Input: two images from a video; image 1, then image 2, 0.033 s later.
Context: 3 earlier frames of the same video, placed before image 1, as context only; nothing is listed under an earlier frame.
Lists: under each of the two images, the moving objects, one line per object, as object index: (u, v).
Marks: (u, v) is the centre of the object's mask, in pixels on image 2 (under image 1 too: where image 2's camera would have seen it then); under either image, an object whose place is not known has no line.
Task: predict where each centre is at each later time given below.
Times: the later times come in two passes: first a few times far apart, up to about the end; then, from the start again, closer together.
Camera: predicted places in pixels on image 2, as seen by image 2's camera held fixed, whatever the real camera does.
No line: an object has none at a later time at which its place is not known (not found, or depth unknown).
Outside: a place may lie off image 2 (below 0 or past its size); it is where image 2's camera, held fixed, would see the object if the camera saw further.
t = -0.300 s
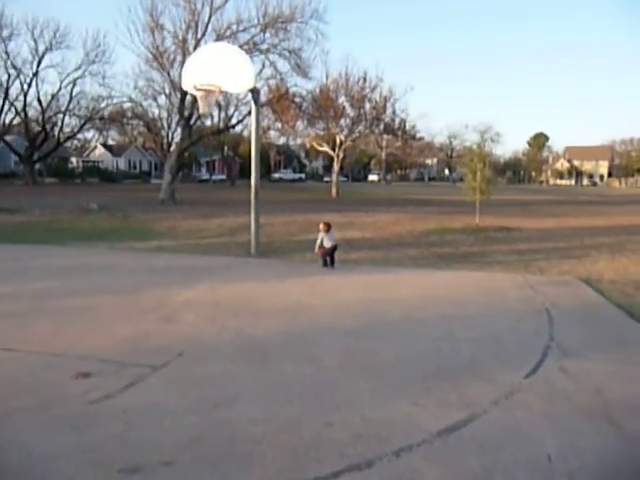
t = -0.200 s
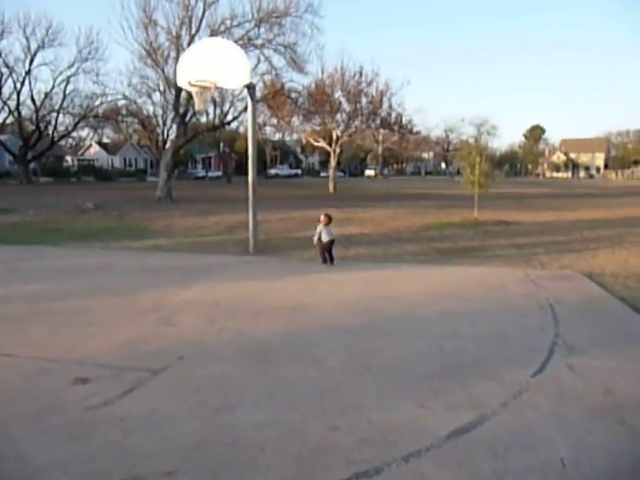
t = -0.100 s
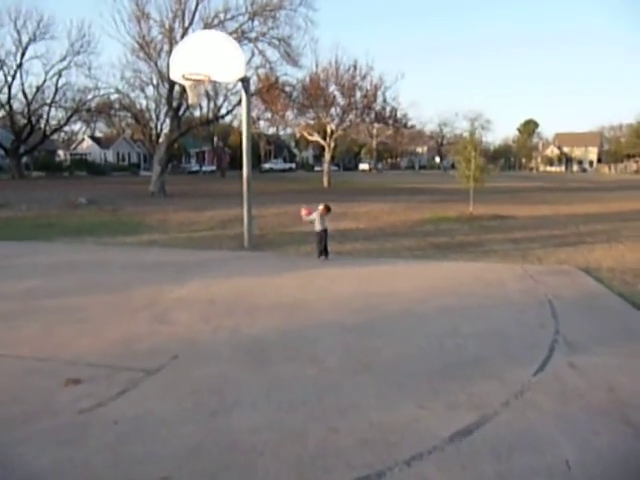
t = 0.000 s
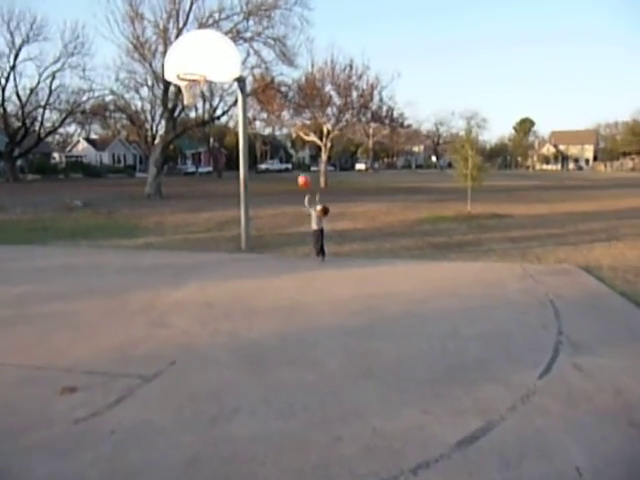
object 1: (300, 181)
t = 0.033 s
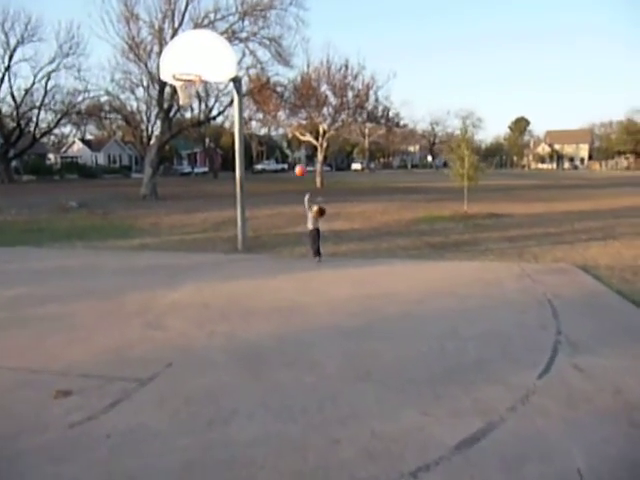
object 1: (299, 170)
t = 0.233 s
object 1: (304, 120)
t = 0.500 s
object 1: (308, 90)
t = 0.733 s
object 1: (316, 99)
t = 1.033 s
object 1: (325, 170)
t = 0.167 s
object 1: (302, 134)
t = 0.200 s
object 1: (303, 127)
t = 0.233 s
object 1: (304, 120)
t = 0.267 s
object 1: (304, 114)
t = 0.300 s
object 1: (304, 108)
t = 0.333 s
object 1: (305, 103)
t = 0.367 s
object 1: (306, 99)
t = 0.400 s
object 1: (306, 95)
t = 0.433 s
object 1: (307, 93)
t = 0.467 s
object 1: (307, 91)
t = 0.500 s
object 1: (308, 90)
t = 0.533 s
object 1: (309, 88)
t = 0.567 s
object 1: (309, 88)
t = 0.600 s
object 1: (310, 88)
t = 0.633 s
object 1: (312, 90)
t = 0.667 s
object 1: (313, 91)
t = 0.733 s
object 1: (316, 99)
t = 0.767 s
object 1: (316, 102)
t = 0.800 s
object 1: (317, 107)
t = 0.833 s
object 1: (318, 114)
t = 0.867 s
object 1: (320, 119)
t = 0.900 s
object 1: (321, 127)
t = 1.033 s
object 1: (325, 170)
